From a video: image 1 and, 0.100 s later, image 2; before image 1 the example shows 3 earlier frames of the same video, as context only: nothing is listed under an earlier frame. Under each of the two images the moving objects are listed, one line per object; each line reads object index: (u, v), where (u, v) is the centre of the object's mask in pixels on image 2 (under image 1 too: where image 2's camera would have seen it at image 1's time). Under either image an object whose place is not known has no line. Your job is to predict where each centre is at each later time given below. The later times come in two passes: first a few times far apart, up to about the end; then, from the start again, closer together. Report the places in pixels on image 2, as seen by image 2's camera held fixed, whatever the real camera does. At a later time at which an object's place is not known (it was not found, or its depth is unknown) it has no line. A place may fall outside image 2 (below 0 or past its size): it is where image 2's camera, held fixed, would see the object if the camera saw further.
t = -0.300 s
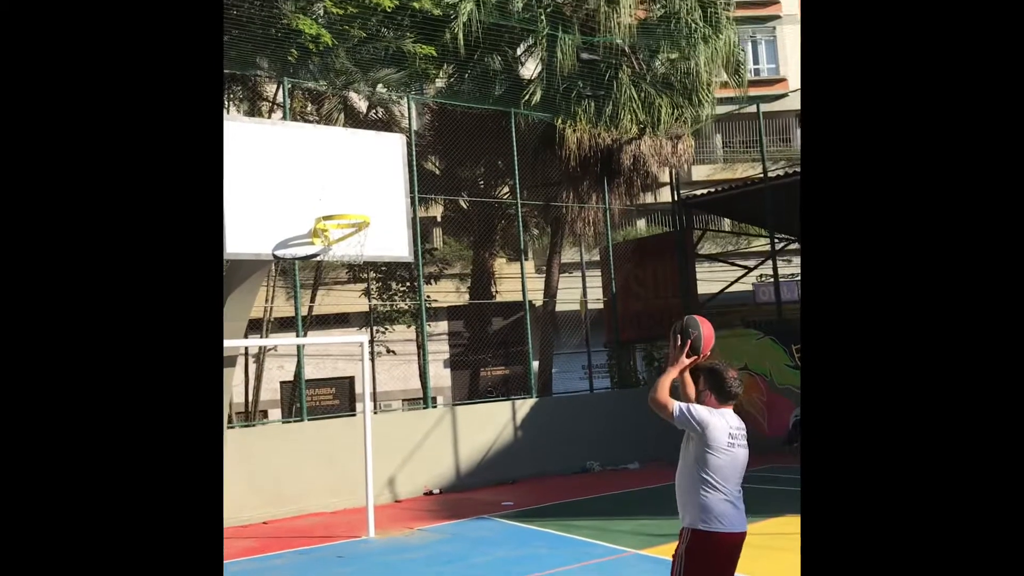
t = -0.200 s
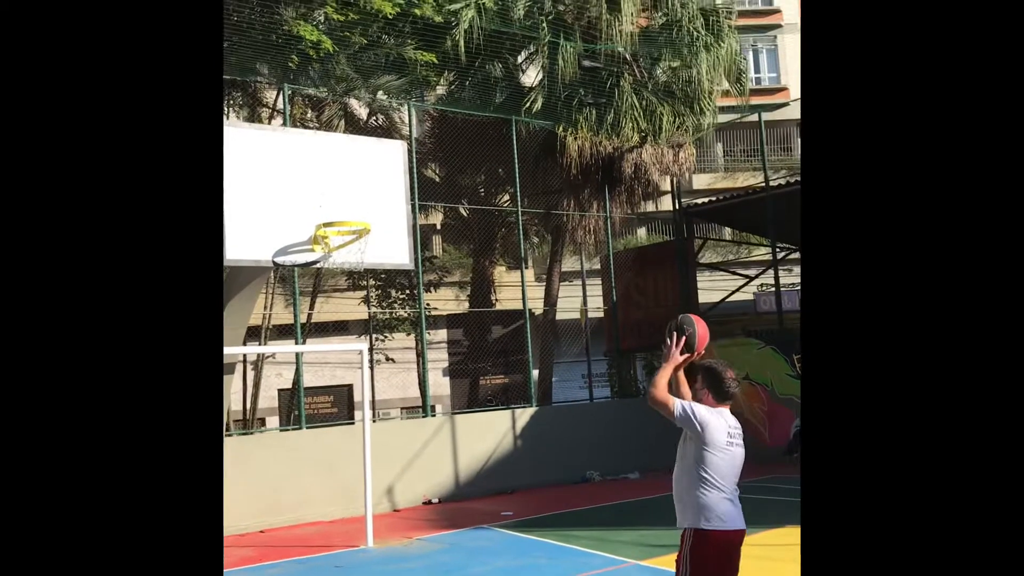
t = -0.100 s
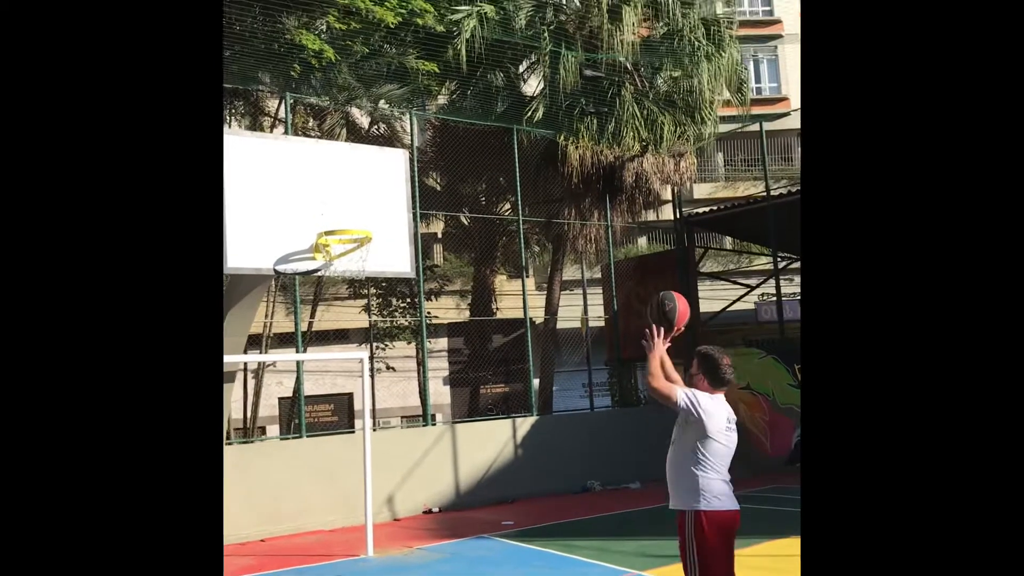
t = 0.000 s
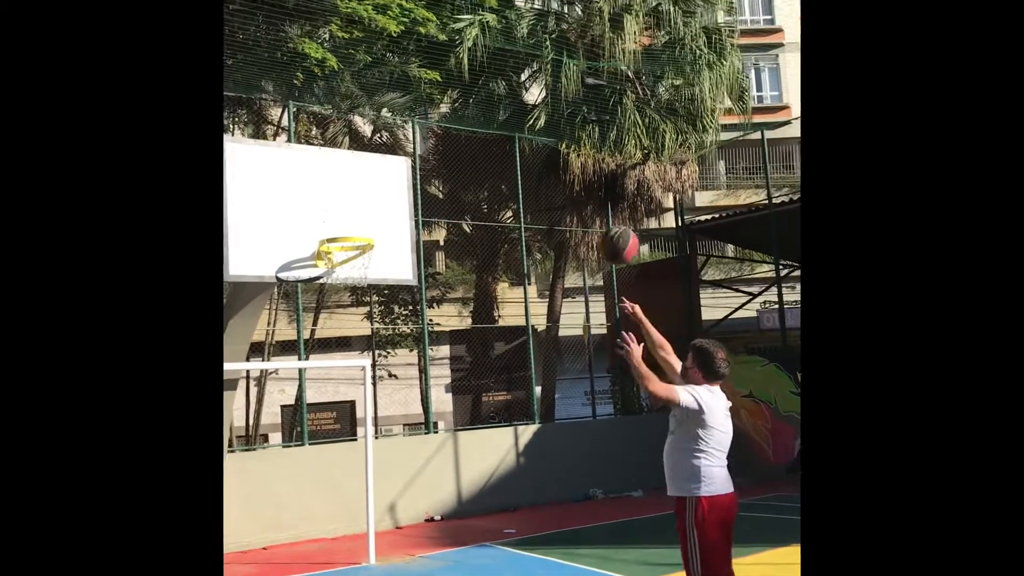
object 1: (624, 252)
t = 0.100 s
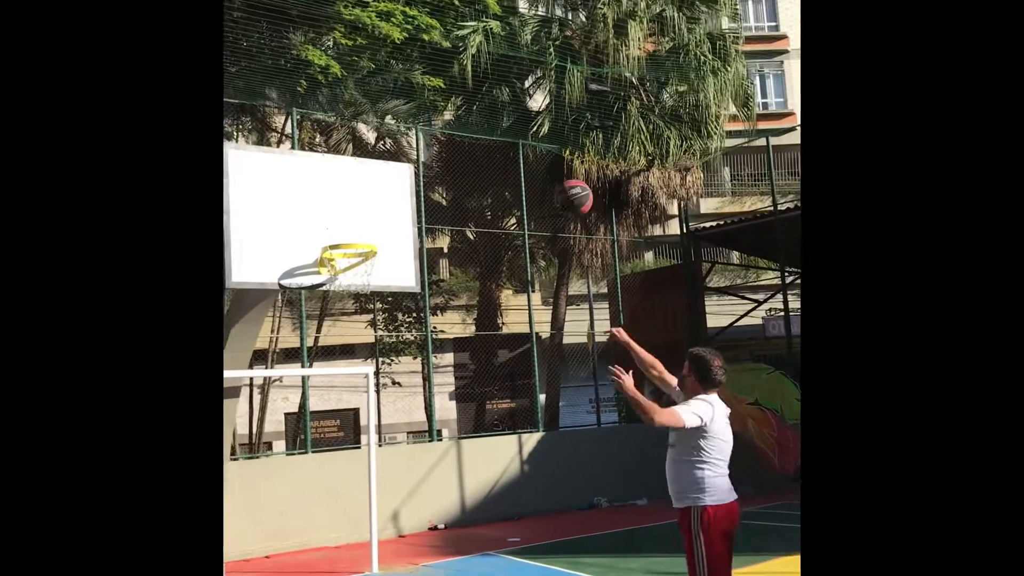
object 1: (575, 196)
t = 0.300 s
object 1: (493, 149)
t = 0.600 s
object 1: (403, 179)
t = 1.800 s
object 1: (347, 305)
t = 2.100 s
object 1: (371, 432)
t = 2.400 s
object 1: (394, 567)
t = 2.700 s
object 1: (408, 420)
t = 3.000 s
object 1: (422, 385)
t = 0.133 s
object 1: (560, 184)
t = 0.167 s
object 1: (548, 173)
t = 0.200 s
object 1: (532, 165)
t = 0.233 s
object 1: (520, 157)
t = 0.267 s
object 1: (504, 153)
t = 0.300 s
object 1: (493, 149)
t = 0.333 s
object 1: (482, 145)
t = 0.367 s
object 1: (470, 145)
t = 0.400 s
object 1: (460, 146)
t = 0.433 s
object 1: (449, 148)
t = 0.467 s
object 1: (439, 152)
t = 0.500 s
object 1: (429, 156)
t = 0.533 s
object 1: (420, 164)
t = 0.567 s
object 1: (411, 171)
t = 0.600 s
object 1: (403, 179)
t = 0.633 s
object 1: (395, 189)
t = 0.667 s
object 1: (386, 199)
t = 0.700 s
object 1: (379, 211)
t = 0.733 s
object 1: (372, 224)
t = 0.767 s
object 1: (366, 232)
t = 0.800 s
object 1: (361, 227)
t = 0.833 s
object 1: (356, 224)
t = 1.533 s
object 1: (330, 267)
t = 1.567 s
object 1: (330, 270)
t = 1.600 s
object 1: (332, 273)
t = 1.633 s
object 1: (334, 277)
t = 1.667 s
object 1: (336, 282)
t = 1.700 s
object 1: (338, 285)
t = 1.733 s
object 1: (340, 291)
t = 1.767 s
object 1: (344, 298)
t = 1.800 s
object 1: (347, 305)
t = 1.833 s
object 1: (348, 314)
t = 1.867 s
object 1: (351, 325)
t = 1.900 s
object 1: (353, 336)
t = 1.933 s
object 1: (357, 349)
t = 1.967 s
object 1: (359, 363)
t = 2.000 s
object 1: (362, 379)
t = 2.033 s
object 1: (364, 395)
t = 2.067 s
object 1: (368, 412)
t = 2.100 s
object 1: (371, 432)
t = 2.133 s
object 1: (372, 452)
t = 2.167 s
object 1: (375, 474)
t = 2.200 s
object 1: (379, 497)
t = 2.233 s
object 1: (382, 521)
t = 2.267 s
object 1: (384, 547)
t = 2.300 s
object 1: (388, 574)
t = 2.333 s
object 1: (392, 602)
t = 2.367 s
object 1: (393, 590)
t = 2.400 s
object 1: (394, 567)
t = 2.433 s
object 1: (395, 544)
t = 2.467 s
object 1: (397, 523)
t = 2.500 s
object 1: (398, 504)
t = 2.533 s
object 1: (400, 487)
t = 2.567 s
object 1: (402, 470)
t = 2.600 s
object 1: (403, 456)
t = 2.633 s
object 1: (405, 443)
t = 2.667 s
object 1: (405, 430)
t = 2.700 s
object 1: (408, 420)
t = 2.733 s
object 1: (410, 411)
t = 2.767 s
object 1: (411, 403)
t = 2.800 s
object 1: (413, 397)
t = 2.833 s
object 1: (414, 391)
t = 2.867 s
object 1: (416, 387)
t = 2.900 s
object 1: (418, 385)
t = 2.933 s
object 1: (419, 384)
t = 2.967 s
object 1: (420, 384)
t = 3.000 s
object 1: (422, 385)
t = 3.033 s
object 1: (423, 387)
